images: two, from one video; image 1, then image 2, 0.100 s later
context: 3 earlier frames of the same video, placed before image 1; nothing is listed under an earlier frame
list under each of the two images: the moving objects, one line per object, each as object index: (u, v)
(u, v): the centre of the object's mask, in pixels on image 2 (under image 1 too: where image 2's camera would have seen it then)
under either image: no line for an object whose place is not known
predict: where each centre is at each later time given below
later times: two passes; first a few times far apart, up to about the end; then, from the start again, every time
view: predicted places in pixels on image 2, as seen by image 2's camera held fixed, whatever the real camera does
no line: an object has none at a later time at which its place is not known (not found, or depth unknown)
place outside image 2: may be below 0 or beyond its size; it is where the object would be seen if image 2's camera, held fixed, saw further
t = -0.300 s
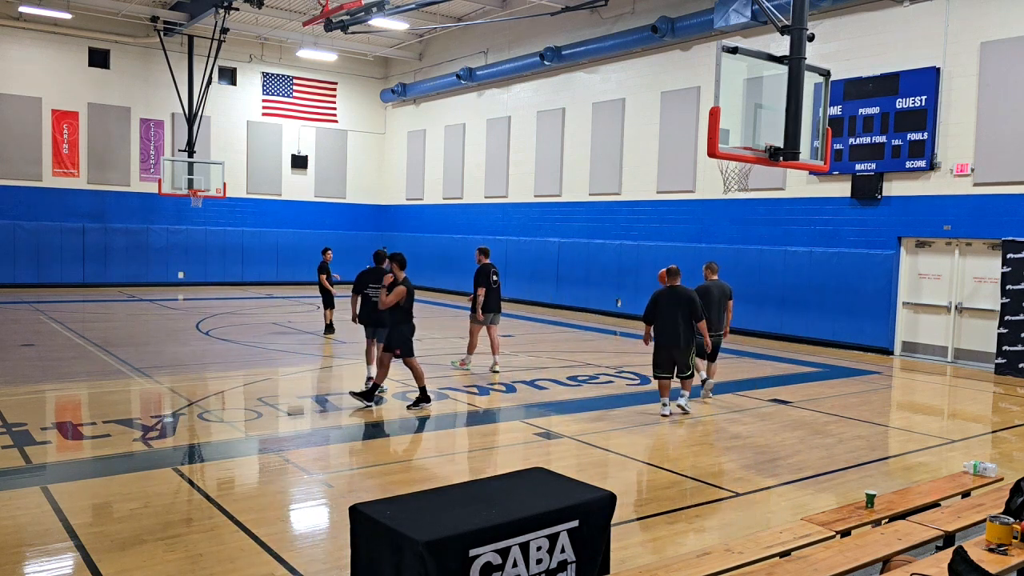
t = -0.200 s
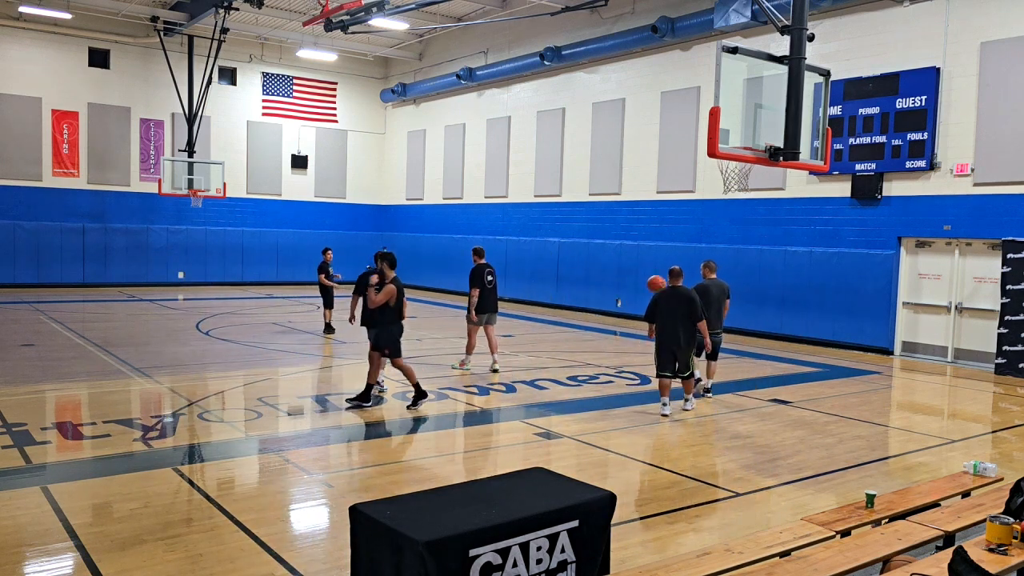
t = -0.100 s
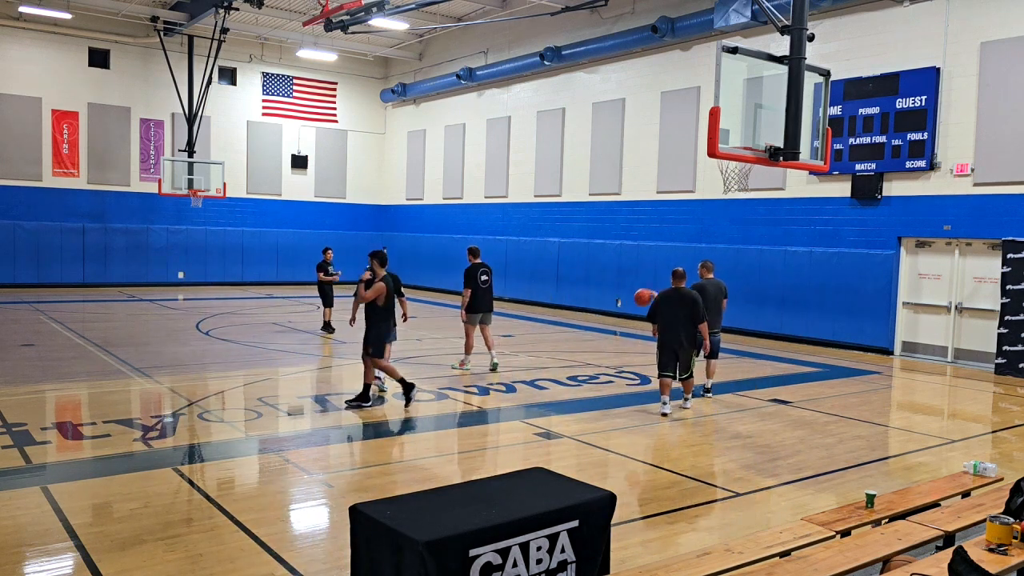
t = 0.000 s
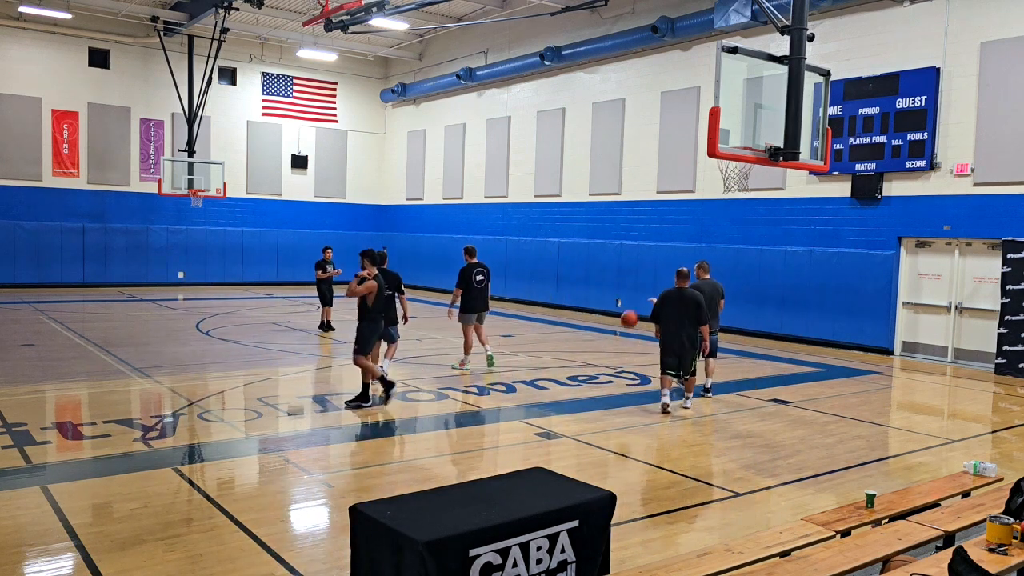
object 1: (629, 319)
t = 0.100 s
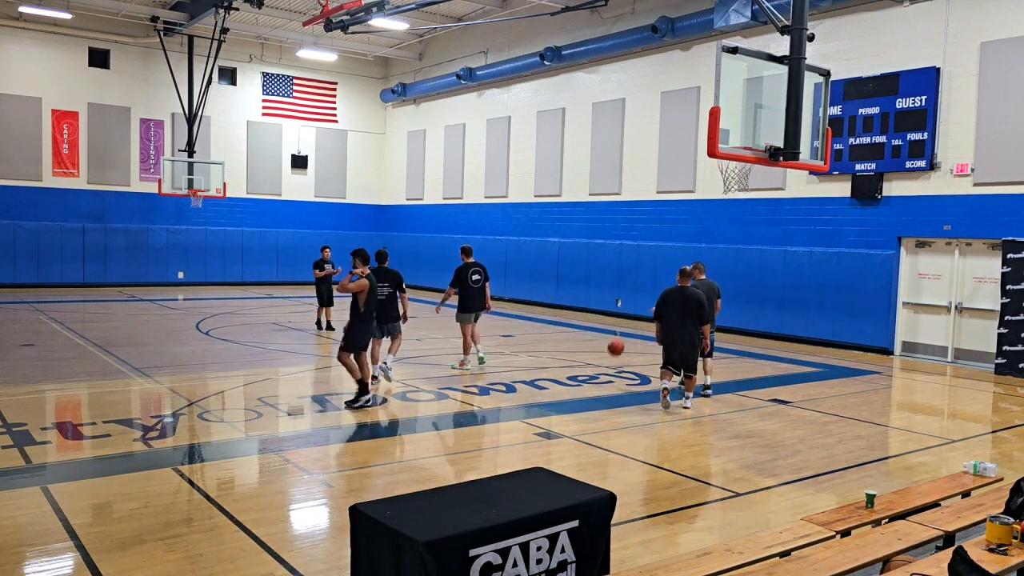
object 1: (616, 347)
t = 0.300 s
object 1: (598, 346)
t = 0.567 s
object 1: (582, 307)
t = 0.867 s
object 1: (562, 322)
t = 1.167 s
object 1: (542, 350)
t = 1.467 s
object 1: (524, 324)
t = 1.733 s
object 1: (506, 349)
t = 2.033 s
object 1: (490, 334)
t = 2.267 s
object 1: (477, 341)
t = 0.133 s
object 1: (611, 358)
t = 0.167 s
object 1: (607, 369)
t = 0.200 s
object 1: (604, 372)
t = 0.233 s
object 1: (602, 363)
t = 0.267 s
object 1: (600, 354)
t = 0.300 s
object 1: (598, 346)
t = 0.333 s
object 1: (596, 338)
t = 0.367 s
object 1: (594, 331)
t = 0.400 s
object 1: (592, 325)
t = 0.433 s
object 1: (590, 320)
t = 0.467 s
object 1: (588, 316)
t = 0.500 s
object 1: (586, 312)
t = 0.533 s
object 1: (584, 309)
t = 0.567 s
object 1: (582, 307)
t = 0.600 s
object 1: (580, 306)
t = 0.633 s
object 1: (577, 306)
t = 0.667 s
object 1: (575, 306)
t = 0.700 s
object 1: (573, 307)
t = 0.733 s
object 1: (571, 308)
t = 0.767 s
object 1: (569, 310)
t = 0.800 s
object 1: (567, 313)
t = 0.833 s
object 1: (564, 318)
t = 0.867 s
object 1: (562, 322)
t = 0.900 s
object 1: (560, 327)
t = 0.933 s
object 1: (558, 333)
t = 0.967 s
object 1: (555, 340)
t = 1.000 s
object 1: (553, 348)
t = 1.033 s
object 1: (551, 355)
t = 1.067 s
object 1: (548, 364)
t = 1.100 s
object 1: (546, 363)
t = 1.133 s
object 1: (544, 356)
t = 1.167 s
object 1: (542, 350)
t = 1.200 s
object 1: (540, 344)
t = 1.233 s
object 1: (538, 339)
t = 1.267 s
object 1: (536, 334)
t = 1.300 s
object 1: (534, 331)
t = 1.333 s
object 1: (532, 328)
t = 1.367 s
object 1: (530, 326)
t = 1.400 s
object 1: (528, 325)
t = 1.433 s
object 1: (526, 324)
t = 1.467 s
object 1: (524, 324)
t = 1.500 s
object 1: (522, 325)
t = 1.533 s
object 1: (519, 326)
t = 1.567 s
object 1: (517, 328)
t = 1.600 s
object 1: (515, 331)
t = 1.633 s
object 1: (513, 334)
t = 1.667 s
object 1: (510, 339)
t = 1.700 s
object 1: (508, 343)
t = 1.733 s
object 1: (506, 349)
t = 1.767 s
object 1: (504, 354)
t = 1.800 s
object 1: (501, 360)
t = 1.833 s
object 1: (500, 354)
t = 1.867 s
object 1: (498, 349)
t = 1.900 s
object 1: (497, 345)
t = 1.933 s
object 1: (494, 341)
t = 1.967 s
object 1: (493, 338)
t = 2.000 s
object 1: (491, 336)
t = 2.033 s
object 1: (490, 334)
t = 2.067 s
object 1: (488, 333)
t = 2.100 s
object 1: (486, 333)
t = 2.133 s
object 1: (484, 333)
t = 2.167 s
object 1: (482, 334)
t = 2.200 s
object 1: (481, 336)
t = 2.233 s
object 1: (479, 338)
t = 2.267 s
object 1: (477, 341)
